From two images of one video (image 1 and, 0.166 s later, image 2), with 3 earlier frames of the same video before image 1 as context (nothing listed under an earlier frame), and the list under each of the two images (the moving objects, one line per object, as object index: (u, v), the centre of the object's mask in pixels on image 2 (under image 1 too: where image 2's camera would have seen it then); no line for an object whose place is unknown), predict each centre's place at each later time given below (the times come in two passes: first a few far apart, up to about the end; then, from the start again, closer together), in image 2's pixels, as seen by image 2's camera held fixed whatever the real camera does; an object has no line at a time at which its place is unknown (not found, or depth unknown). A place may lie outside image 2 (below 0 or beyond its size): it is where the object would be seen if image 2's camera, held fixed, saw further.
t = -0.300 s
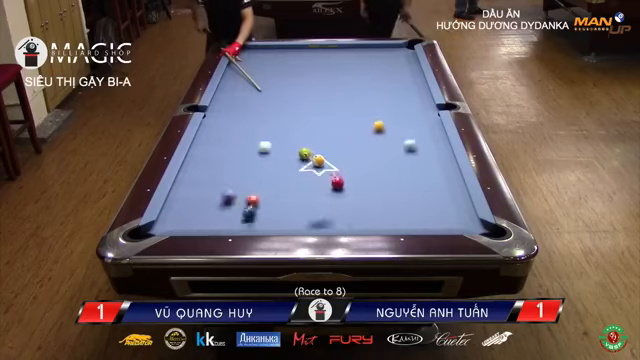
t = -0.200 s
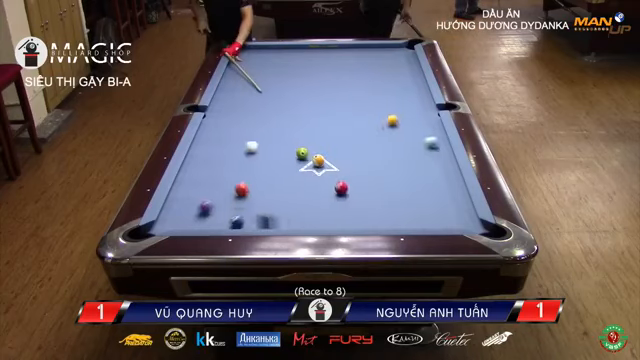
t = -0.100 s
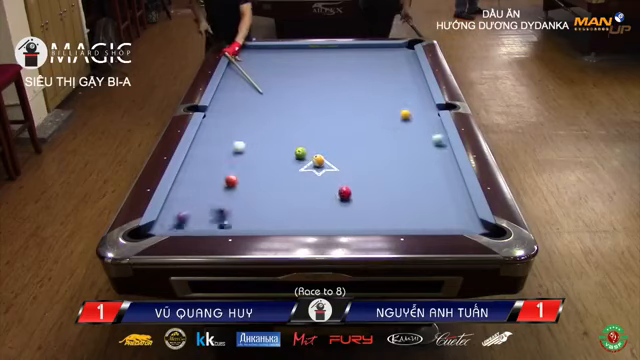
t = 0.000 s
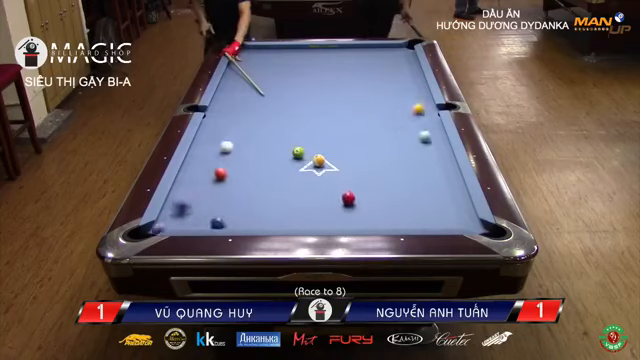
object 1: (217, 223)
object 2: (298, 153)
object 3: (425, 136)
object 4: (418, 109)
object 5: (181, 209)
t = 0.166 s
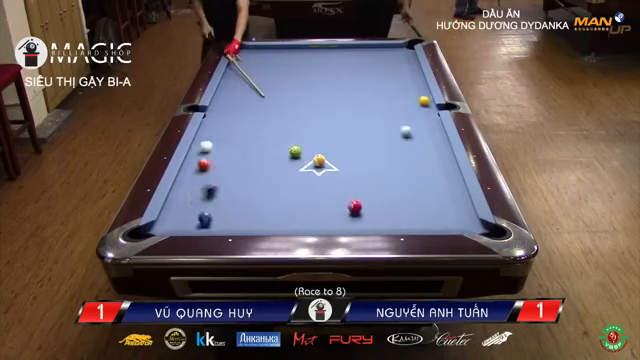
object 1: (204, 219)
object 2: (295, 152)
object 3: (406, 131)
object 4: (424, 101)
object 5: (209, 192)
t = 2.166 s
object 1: (225, 171)
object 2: (298, 82)
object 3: (243, 88)
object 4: (307, 47)
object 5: (411, 145)
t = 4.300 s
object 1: (258, 153)
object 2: (305, 49)
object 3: (263, 74)
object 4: (238, 68)
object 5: (329, 158)
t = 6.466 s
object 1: (260, 153)
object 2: (307, 58)
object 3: (272, 72)
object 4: (255, 76)
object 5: (331, 157)
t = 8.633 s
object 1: (260, 152)
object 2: (307, 59)
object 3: (272, 72)
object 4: (256, 76)
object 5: (331, 157)
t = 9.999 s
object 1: (260, 152)
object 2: (307, 59)
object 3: (272, 72)
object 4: (255, 77)
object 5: (331, 157)
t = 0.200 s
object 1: (202, 218)
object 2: (294, 152)
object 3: (402, 131)
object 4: (421, 100)
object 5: (219, 188)
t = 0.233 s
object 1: (200, 216)
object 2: (294, 152)
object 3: (399, 130)
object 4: (418, 99)
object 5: (227, 184)
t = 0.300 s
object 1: (195, 214)
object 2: (293, 152)
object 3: (392, 128)
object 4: (413, 96)
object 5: (241, 179)
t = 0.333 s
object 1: (193, 213)
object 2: (293, 152)
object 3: (388, 127)
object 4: (411, 95)
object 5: (248, 175)
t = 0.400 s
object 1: (189, 211)
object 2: (292, 152)
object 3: (381, 125)
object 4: (405, 92)
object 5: (262, 170)
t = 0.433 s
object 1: (186, 210)
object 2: (291, 152)
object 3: (378, 124)
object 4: (403, 91)
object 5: (268, 166)
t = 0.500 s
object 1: (182, 208)
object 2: (290, 151)
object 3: (371, 122)
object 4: (398, 89)
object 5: (281, 161)
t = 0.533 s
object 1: (180, 207)
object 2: (290, 151)
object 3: (368, 121)
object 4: (395, 87)
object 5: (285, 157)
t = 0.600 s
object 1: (175, 205)
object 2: (290, 146)
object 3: (361, 120)
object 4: (391, 85)
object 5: (297, 157)
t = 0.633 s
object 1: (173, 204)
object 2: (291, 144)
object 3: (358, 119)
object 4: (388, 84)
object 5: (302, 156)
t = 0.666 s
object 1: (171, 204)
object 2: (291, 142)
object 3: (355, 118)
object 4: (386, 83)
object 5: (307, 155)
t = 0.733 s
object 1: (172, 201)
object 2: (292, 138)
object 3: (349, 117)
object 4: (382, 80)
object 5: (317, 152)
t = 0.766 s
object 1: (173, 201)
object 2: (292, 136)
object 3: (346, 116)
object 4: (379, 79)
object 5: (323, 153)
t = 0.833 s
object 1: (177, 199)
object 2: (293, 133)
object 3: (340, 114)
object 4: (375, 77)
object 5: (333, 153)
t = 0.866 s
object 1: (179, 198)
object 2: (292, 132)
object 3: (337, 114)
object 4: (373, 76)
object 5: (338, 153)
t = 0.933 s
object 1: (181, 197)
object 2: (293, 128)
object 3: (331, 112)
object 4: (369, 74)
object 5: (347, 152)
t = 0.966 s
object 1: (183, 196)
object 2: (293, 127)
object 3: (328, 111)
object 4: (367, 73)
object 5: (352, 152)
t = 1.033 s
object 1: (186, 194)
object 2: (294, 124)
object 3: (323, 110)
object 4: (363, 71)
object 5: (361, 150)
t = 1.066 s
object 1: (188, 193)
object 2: (294, 122)
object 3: (320, 109)
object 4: (361, 70)
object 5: (366, 151)
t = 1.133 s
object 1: (190, 191)
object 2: (294, 119)
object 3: (315, 108)
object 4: (357, 69)
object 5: (375, 148)
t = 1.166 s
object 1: (192, 191)
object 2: (294, 118)
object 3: (312, 107)
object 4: (356, 68)
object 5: (380, 148)
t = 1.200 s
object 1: (193, 190)
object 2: (294, 116)
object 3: (310, 106)
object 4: (353, 67)
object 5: (385, 147)
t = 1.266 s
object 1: (196, 188)
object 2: (295, 114)
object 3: (304, 104)
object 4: (350, 65)
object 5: (394, 146)
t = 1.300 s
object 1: (197, 187)
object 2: (295, 112)
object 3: (302, 103)
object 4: (348, 64)
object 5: (398, 146)
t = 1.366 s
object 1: (200, 185)
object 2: (295, 109)
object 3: (297, 100)
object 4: (344, 62)
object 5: (407, 144)
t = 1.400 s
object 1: (201, 185)
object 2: (295, 108)
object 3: (294, 99)
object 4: (343, 62)
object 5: (411, 144)
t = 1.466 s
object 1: (203, 183)
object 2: (296, 105)
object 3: (289, 100)
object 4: (340, 60)
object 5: (420, 144)
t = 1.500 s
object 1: (204, 183)
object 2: (296, 104)
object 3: (287, 99)
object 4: (338, 59)
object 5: (425, 143)
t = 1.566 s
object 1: (207, 182)
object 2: (296, 102)
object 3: (282, 98)
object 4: (335, 57)
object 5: (433, 142)
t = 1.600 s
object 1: (208, 181)
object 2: (296, 101)
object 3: (280, 98)
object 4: (333, 56)
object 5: (437, 141)
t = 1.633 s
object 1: (210, 180)
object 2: (296, 99)
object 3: (278, 97)
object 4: (332, 56)
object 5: (442, 141)
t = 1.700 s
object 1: (212, 179)
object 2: (297, 97)
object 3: (273, 96)
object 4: (328, 54)
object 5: (438, 141)
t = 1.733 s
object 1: (213, 178)
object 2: (297, 96)
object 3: (271, 95)
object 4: (327, 54)
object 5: (436, 141)
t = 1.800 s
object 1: (215, 177)
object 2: (297, 93)
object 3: (266, 94)
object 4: (324, 52)
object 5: (433, 142)
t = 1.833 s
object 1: (216, 177)
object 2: (297, 93)
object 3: (264, 93)
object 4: (323, 51)
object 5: (430, 142)
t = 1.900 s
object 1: (218, 175)
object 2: (297, 91)
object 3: (260, 92)
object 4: (319, 49)
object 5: (426, 142)
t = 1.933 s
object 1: (219, 174)
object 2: (298, 90)
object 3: (258, 92)
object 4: (318, 49)
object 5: (424, 143)
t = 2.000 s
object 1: (221, 173)
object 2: (298, 87)
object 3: (254, 91)
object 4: (315, 48)
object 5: (421, 144)
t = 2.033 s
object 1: (222, 172)
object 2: (298, 86)
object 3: (252, 90)
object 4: (314, 47)
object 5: (419, 144)
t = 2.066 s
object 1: (223, 172)
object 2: (298, 85)
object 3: (250, 90)
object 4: (312, 47)
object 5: (417, 144)
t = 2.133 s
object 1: (225, 171)
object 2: (299, 83)
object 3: (246, 89)
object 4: (309, 47)
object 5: (413, 145)
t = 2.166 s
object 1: (225, 171)
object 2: (298, 82)
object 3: (243, 88)
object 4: (307, 47)
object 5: (411, 145)
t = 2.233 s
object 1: (227, 170)
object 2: (299, 81)
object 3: (240, 87)
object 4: (304, 48)
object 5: (408, 146)
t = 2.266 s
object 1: (228, 169)
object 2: (299, 79)
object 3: (238, 87)
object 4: (302, 48)
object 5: (406, 146)
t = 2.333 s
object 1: (230, 168)
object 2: (299, 78)
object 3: (234, 86)
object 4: (299, 49)
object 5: (402, 147)
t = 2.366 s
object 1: (231, 168)
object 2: (299, 77)
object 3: (232, 85)
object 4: (297, 49)
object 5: (401, 147)
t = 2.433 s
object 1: (232, 167)
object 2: (299, 75)
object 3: (229, 84)
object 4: (294, 50)
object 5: (397, 147)
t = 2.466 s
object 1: (233, 166)
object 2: (299, 74)
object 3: (227, 84)
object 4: (292, 51)
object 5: (395, 148)
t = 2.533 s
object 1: (235, 165)
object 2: (300, 73)
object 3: (224, 83)
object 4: (289, 51)
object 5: (392, 148)
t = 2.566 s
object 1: (235, 165)
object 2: (300, 71)
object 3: (224, 83)
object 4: (287, 52)
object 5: (390, 149)
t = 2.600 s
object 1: (236, 165)
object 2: (300, 70)
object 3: (225, 82)
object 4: (286, 52)
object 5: (388, 149)
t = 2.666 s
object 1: (237, 164)
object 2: (300, 69)
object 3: (227, 82)
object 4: (282, 53)
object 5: (385, 150)
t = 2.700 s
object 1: (238, 163)
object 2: (300, 69)
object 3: (228, 81)
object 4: (280, 53)
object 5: (384, 150)
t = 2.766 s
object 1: (239, 163)
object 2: (301, 67)
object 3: (230, 81)
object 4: (277, 53)
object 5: (380, 150)
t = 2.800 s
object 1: (240, 162)
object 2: (301, 66)
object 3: (231, 81)
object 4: (276, 54)
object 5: (379, 150)
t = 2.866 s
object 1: (241, 162)
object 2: (301, 65)
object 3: (233, 80)
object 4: (273, 54)
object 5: (375, 151)
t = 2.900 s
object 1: (242, 161)
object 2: (301, 64)
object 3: (234, 80)
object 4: (271, 55)
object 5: (374, 151)
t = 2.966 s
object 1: (243, 160)
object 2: (302, 62)
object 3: (236, 79)
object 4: (268, 56)
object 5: (371, 152)
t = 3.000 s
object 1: (243, 160)
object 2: (302, 62)
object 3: (237, 79)
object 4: (266, 56)
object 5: (370, 152)
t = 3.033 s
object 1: (244, 160)
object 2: (302, 61)
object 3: (238, 79)
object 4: (265, 56)
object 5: (368, 152)
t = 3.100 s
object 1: (245, 159)
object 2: (302, 60)
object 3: (239, 79)
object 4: (262, 57)
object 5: (365, 153)
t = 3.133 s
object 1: (246, 159)
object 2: (302, 59)
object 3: (240, 79)
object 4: (260, 57)
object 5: (364, 153)
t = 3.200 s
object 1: (247, 159)
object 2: (302, 58)
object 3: (242, 78)
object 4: (257, 58)
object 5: (361, 153)
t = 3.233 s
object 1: (248, 158)
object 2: (302, 57)
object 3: (243, 78)
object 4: (256, 59)
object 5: (359, 154)
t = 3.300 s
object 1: (249, 158)
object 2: (302, 56)
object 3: (244, 78)
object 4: (253, 59)
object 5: (357, 154)
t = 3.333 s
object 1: (249, 158)
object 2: (303, 55)
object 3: (245, 77)
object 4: (251, 60)
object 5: (355, 155)
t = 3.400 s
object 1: (250, 157)
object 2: (303, 54)
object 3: (247, 77)
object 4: (248, 60)
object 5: (353, 155)
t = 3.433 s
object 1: (250, 157)
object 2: (303, 53)
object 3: (247, 77)
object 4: (247, 61)
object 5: (351, 155)
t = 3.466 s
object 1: (251, 157)
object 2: (303, 53)
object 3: (248, 76)
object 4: (245, 61)
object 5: (350, 155)
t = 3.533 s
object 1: (251, 156)
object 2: (304, 52)
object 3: (250, 76)
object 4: (243, 62)
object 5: (347, 155)
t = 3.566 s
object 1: (252, 156)
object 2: (303, 51)
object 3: (251, 76)
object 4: (241, 62)
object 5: (346, 156)
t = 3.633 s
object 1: (253, 155)
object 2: (304, 50)
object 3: (252, 76)
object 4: (238, 63)
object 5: (344, 156)
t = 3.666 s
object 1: (253, 156)
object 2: (304, 50)
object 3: (252, 76)
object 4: (237, 63)
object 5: (343, 156)
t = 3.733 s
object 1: (254, 155)
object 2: (304, 48)
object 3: (254, 75)
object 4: (234, 64)
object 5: (340, 157)
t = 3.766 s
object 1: (254, 155)
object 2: (305, 47)
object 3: (254, 75)
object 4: (232, 64)
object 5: (339, 157)
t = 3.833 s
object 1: (255, 155)
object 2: (305, 47)
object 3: (255, 75)
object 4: (231, 65)
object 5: (337, 157)
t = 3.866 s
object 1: (255, 155)
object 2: (305, 47)
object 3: (256, 75)
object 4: (231, 65)
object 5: (336, 157)
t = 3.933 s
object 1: (256, 154)
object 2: (305, 47)
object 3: (257, 75)
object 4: (232, 65)
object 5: (334, 157)
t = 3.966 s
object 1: (256, 154)
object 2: (305, 47)
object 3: (258, 75)
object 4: (233, 66)
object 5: (333, 158)
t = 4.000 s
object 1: (256, 154)
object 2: (305, 47)
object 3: (259, 75)
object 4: (234, 66)
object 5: (332, 158)
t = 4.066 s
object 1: (257, 154)
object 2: (305, 48)
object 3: (260, 74)
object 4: (235, 66)
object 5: (330, 158)
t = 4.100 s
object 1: (257, 154)
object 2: (305, 48)
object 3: (260, 74)
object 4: (236, 67)
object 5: (330, 158)
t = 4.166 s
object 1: (258, 153)
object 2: (305, 48)
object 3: (261, 74)
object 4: (236, 67)
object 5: (329, 158)
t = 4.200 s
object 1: (258, 153)
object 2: (305, 49)
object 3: (262, 74)
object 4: (237, 67)
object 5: (329, 158)
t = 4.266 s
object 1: (258, 153)
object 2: (305, 49)
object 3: (263, 74)
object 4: (238, 67)
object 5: (329, 158)
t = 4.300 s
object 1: (258, 153)
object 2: (305, 49)
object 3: (263, 74)
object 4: (238, 68)
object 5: (329, 158)
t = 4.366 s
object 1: (259, 153)
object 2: (305, 50)
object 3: (264, 74)
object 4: (239, 68)
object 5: (329, 158)
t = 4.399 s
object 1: (259, 153)
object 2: (305, 50)
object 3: (264, 73)
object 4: (240, 68)
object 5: (329, 158)
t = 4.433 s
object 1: (259, 153)
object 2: (305, 51)
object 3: (265, 73)
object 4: (240, 68)
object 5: (329, 158)
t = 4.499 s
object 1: (259, 153)
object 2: (305, 51)
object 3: (266, 73)
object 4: (241, 69)
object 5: (329, 158)
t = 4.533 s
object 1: (259, 153)
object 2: (305, 51)
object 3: (266, 73)
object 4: (241, 69)
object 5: (329, 158)
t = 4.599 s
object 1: (259, 153)
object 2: (305, 52)
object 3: (266, 73)
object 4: (243, 70)
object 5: (329, 158)
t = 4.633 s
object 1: (259, 153)
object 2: (305, 52)
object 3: (267, 73)
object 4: (243, 70)
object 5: (329, 158)
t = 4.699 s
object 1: (259, 153)
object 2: (305, 52)
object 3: (268, 73)
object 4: (244, 70)
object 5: (329, 157)
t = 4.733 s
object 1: (259, 152)
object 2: (305, 52)
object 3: (268, 73)
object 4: (244, 71)
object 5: (329, 157)
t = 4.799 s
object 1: (259, 153)
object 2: (305, 53)
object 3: (269, 73)
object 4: (244, 71)
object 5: (330, 157)
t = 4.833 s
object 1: (259, 153)
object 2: (305, 53)
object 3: (269, 73)
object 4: (245, 71)
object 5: (330, 157)
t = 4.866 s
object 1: (259, 153)
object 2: (305, 53)
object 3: (269, 73)
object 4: (245, 71)
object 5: (330, 157)
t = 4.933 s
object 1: (259, 153)
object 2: (305, 53)
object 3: (270, 73)
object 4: (246, 72)
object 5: (330, 157)
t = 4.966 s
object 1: (259, 152)
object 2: (305, 53)
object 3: (270, 73)
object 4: (246, 72)
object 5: (330, 157)
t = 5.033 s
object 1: (259, 152)
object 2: (305, 54)
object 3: (270, 73)
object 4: (248, 72)
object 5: (331, 157)
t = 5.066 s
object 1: (259, 152)
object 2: (305, 54)
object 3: (271, 73)
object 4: (248, 72)
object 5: (331, 157)
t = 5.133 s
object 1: (260, 152)
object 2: (305, 54)
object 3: (271, 73)
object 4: (248, 72)
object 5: (331, 157)
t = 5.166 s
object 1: (260, 153)
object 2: (305, 54)
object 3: (271, 73)
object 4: (248, 72)
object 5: (331, 157)
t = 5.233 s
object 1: (260, 153)
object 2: (305, 55)
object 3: (271, 73)
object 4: (249, 73)
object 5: (331, 157)
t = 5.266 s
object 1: (259, 153)
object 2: (305, 55)
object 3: (271, 73)
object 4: (249, 73)
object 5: (331, 157)
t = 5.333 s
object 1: (260, 153)
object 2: (305, 56)
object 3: (272, 73)
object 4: (250, 73)
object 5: (331, 157)
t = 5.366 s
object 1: (260, 153)
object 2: (305, 56)
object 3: (272, 73)
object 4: (250, 74)
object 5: (331, 157)
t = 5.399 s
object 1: (259, 153)
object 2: (306, 56)
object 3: (272, 72)
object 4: (251, 74)
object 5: (331, 157)
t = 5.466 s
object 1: (259, 153)
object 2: (306, 56)
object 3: (272, 72)
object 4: (251, 74)
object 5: (331, 157)
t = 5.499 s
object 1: (259, 152)
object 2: (306, 56)
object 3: (272, 72)
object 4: (251, 74)
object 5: (331, 157)
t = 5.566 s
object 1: (260, 152)
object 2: (305, 56)
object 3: (272, 72)
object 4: (252, 74)
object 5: (331, 157)
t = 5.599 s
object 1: (260, 152)
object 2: (305, 56)
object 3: (272, 72)
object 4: (252, 74)
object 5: (331, 157)
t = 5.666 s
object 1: (260, 152)
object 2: (306, 57)
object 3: (272, 72)
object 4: (253, 75)
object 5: (331, 157)
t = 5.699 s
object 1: (260, 152)
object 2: (306, 57)
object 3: (272, 72)
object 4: (253, 75)
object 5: (331, 157)
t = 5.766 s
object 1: (259, 153)
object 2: (306, 57)
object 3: (272, 72)
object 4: (253, 75)
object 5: (331, 157)
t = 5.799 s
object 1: (259, 153)
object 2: (306, 57)
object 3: (272, 72)
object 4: (253, 75)
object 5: (331, 157)
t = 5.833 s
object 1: (259, 153)
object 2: (306, 57)
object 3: (272, 72)
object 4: (253, 75)
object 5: (331, 157)
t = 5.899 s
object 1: (259, 153)
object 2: (306, 58)
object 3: (272, 72)
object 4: (253, 75)
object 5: (331, 157)
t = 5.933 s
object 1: (259, 153)
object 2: (306, 58)
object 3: (272, 72)
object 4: (254, 75)
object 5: (331, 157)
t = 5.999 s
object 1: (259, 153)
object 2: (307, 58)
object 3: (272, 72)
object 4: (254, 75)
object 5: (331, 157)
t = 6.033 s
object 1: (259, 153)
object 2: (307, 58)
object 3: (272, 72)
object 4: (254, 76)
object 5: (331, 157)
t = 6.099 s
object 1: (260, 152)
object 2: (307, 58)
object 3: (272, 72)
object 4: (254, 76)
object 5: (331, 157)
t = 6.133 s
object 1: (260, 152)
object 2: (307, 58)
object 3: (272, 72)
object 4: (254, 76)
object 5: (331, 157)
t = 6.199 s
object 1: (259, 153)
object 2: (307, 58)
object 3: (272, 72)
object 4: (255, 76)
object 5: (331, 157)
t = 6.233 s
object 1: (260, 152)
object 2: (307, 58)
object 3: (272, 72)
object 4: (255, 76)
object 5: (331, 157)
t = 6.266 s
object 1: (260, 152)
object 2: (307, 58)
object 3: (272, 72)
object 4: (255, 76)
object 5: (331, 157)
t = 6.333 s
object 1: (259, 153)
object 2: (307, 58)
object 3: (272, 72)
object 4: (255, 76)
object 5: (331, 157)
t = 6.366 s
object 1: (259, 153)
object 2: (307, 58)
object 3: (272, 72)
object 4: (255, 76)
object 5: (331, 157)
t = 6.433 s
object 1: (259, 153)
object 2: (307, 58)
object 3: (272, 72)
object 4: (255, 76)
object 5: (331, 157)
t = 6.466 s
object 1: (260, 153)
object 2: (307, 58)
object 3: (272, 72)
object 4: (255, 76)
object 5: (331, 157)
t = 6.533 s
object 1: (260, 153)
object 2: (307, 58)
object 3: (272, 72)
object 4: (255, 76)
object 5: (331, 157)
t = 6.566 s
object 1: (260, 153)
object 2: (307, 58)
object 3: (272, 72)
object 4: (255, 76)
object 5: (331, 157)
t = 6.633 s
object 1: (260, 153)
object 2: (307, 58)
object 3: (272, 72)
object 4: (255, 76)
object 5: (331, 157)
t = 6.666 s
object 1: (260, 153)
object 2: (307, 58)
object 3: (272, 72)
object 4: (255, 76)
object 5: (331, 157)
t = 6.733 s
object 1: (260, 153)
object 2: (307, 58)
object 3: (272, 72)
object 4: (255, 76)
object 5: (331, 157)
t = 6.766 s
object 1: (260, 153)
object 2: (307, 58)
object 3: (272, 72)
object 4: (255, 76)
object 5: (331, 157)
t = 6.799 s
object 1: (260, 153)
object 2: (307, 58)
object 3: (272, 72)
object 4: (255, 76)
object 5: (331, 157)
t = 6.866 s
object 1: (260, 153)
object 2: (307, 58)
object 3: (272, 72)
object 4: (255, 76)
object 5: (331, 157)
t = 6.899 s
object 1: (260, 153)
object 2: (307, 58)
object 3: (272, 72)
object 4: (255, 76)
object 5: (331, 157)
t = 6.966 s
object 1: (260, 153)
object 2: (307, 58)
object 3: (272, 72)
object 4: (255, 76)
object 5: (331, 157)
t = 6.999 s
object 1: (260, 153)
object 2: (307, 58)
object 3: (272, 72)
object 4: (255, 76)
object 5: (331, 157)
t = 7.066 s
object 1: (260, 153)
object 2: (307, 58)
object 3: (272, 72)
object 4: (256, 76)
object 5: (331, 157)
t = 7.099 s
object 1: (260, 153)
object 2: (307, 58)
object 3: (272, 72)
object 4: (256, 76)
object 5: (331, 157)
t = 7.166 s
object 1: (260, 153)
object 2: (307, 58)
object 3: (272, 72)
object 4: (256, 76)
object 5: (331, 157)
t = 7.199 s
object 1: (260, 153)
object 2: (307, 58)
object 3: (272, 72)
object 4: (256, 76)
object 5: (331, 157)
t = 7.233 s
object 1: (259, 153)
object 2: (307, 58)
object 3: (272, 72)
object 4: (256, 76)
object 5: (331, 157)
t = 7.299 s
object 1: (259, 153)
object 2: (307, 58)
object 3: (272, 72)
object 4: (256, 76)
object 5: (331, 157)
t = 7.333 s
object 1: (260, 153)
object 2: (307, 58)
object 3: (272, 72)
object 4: (256, 76)
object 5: (331, 157)
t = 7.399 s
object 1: (260, 153)
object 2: (307, 58)
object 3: (272, 72)
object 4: (255, 76)
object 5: (331, 157)
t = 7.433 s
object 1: (260, 153)
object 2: (307, 58)
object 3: (272, 72)
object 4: (256, 76)
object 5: (331, 157)
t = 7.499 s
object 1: (260, 153)
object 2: (307, 58)
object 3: (272, 72)
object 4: (256, 76)
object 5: (331, 157)
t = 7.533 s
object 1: (260, 153)
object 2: (307, 58)
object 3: (272, 72)
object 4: (255, 76)
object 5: (331, 157)
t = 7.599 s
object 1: (260, 153)
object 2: (307, 58)
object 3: (272, 72)
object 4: (255, 76)
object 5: (331, 157)
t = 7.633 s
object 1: (260, 153)
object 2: (307, 58)
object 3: (272, 72)
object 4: (255, 76)
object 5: (331, 157)
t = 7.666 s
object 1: (260, 153)
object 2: (307, 58)
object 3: (272, 72)
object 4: (256, 76)
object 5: (331, 157)
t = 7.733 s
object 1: (260, 152)
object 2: (307, 58)
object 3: (272, 72)
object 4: (256, 76)
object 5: (331, 157)
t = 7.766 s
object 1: (260, 152)
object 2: (307, 58)
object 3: (272, 72)
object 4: (256, 76)
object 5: (331, 157)
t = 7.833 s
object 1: (260, 152)
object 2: (307, 58)
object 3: (272, 72)
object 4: (256, 76)
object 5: (331, 157)
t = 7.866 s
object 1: (260, 152)
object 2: (307, 58)
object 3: (272, 72)
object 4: (256, 76)
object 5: (331, 157)
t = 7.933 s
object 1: (260, 152)
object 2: (307, 58)
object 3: (272, 72)
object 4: (256, 76)
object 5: (331, 157)
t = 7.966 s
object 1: (260, 152)
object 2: (307, 58)
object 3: (272, 72)
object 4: (256, 76)
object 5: (331, 157)
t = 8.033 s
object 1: (260, 152)
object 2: (307, 58)
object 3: (272, 72)
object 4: (256, 76)
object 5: (331, 157)
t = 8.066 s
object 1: (260, 152)
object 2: (307, 58)
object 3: (272, 72)
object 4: (256, 76)
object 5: (331, 157)
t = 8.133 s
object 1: (260, 152)
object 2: (307, 58)
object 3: (272, 72)
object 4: (256, 76)
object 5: (331, 157)
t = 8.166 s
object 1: (260, 152)
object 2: (307, 58)
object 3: (272, 72)
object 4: (256, 76)
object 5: (331, 157)
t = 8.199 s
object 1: (260, 152)
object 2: (307, 58)
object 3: (272, 72)
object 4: (256, 76)
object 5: (331, 157)
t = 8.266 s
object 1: (260, 152)
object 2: (307, 58)
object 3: (272, 72)
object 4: (256, 76)
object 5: (331, 157)
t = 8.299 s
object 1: (260, 152)
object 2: (307, 58)
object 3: (272, 72)
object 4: (256, 76)
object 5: (331, 157)
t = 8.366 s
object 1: (260, 152)
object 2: (307, 59)
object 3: (272, 72)
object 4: (256, 76)
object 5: (331, 157)
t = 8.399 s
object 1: (260, 152)
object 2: (307, 59)
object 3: (272, 72)
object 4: (256, 76)
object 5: (331, 157)
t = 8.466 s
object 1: (260, 152)
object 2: (307, 59)
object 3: (272, 72)
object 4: (256, 76)
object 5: (331, 157)
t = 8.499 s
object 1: (260, 152)
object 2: (307, 59)
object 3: (272, 72)
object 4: (256, 76)
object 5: (331, 157)
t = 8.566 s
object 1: (260, 152)
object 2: (307, 59)
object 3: (272, 72)
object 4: (256, 76)
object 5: (331, 157)
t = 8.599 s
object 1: (260, 152)
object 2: (307, 59)
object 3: (272, 72)
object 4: (256, 76)
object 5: (331, 157)
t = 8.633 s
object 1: (260, 152)
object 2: (307, 59)
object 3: (272, 72)
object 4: (256, 76)
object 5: (331, 157)
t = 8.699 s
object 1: (260, 152)
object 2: (307, 59)
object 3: (272, 72)
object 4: (256, 76)
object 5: (331, 157)
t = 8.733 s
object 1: (260, 152)
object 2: (307, 59)
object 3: (272, 72)
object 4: (256, 76)
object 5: (331, 157)
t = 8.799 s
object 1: (260, 152)
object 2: (307, 59)
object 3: (272, 72)
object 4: (256, 76)
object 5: (331, 157)
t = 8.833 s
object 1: (260, 152)
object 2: (307, 59)
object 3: (272, 72)
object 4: (256, 76)
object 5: (331, 157)
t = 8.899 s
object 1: (260, 152)
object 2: (307, 59)
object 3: (272, 72)
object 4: (256, 76)
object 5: (331, 157)
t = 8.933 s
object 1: (260, 152)
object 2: (307, 59)
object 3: (272, 72)
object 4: (256, 76)
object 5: (331, 157)
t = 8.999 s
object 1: (260, 152)
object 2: (307, 59)
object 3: (272, 72)
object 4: (256, 76)
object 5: (331, 157)
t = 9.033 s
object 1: (260, 152)
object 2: (307, 59)
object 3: (272, 72)
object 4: (256, 76)
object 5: (331, 157)
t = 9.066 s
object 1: (260, 152)
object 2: (307, 59)
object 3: (272, 72)
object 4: (256, 76)
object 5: (331, 157)
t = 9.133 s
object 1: (260, 152)
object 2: (307, 59)
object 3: (272, 72)
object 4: (256, 76)
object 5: (331, 157)
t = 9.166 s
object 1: (260, 152)
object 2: (307, 59)
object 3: (272, 72)
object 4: (256, 76)
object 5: (331, 157)
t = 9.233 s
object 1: (260, 152)
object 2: (307, 59)
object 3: (272, 72)
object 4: (256, 76)
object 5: (331, 157)
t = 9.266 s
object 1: (260, 152)
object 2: (307, 59)
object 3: (272, 72)
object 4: (256, 76)
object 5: (331, 157)
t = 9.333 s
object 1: (260, 152)
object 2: (307, 59)
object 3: (272, 72)
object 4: (256, 76)
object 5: (331, 157)
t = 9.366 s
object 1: (260, 152)
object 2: (307, 59)
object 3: (272, 72)
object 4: (256, 76)
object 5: (331, 157)
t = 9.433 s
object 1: (260, 152)
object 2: (307, 59)
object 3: (272, 72)
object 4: (256, 76)
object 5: (331, 157)
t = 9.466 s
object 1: (260, 152)
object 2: (307, 59)
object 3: (272, 72)
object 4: (256, 76)
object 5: (331, 157)
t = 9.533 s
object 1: (260, 152)
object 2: (307, 59)
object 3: (272, 72)
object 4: (256, 76)
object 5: (331, 157)
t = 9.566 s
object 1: (260, 152)
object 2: (307, 59)
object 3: (272, 72)
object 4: (256, 76)
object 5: (331, 157)
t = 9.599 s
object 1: (260, 152)
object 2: (307, 59)
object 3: (272, 72)
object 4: (256, 76)
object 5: (331, 157)
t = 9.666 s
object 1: (260, 152)
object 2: (307, 59)
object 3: (272, 72)
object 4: (256, 76)
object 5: (331, 157)
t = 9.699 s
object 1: (259, 152)
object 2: (307, 59)
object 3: (272, 72)
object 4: (255, 77)
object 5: (331, 157)
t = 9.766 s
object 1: (260, 152)
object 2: (307, 59)
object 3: (272, 72)
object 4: (255, 77)
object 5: (331, 157)
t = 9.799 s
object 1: (260, 152)
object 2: (307, 59)
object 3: (272, 72)
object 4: (255, 77)
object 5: (331, 157)
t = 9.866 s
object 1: (260, 152)
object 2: (307, 59)
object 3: (272, 72)
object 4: (255, 77)
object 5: (331, 157)
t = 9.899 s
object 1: (260, 152)
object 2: (307, 59)
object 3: (272, 72)
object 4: (255, 77)
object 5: (331, 157)
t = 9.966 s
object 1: (260, 152)
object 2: (307, 59)
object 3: (272, 72)
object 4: (255, 77)
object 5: (331, 157)
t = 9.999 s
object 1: (260, 152)
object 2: (307, 59)
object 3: (272, 72)
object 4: (255, 77)
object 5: (331, 157)
